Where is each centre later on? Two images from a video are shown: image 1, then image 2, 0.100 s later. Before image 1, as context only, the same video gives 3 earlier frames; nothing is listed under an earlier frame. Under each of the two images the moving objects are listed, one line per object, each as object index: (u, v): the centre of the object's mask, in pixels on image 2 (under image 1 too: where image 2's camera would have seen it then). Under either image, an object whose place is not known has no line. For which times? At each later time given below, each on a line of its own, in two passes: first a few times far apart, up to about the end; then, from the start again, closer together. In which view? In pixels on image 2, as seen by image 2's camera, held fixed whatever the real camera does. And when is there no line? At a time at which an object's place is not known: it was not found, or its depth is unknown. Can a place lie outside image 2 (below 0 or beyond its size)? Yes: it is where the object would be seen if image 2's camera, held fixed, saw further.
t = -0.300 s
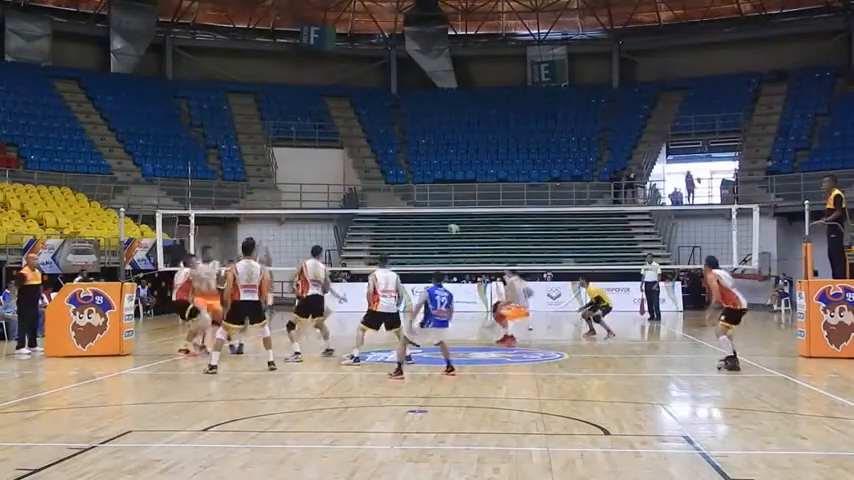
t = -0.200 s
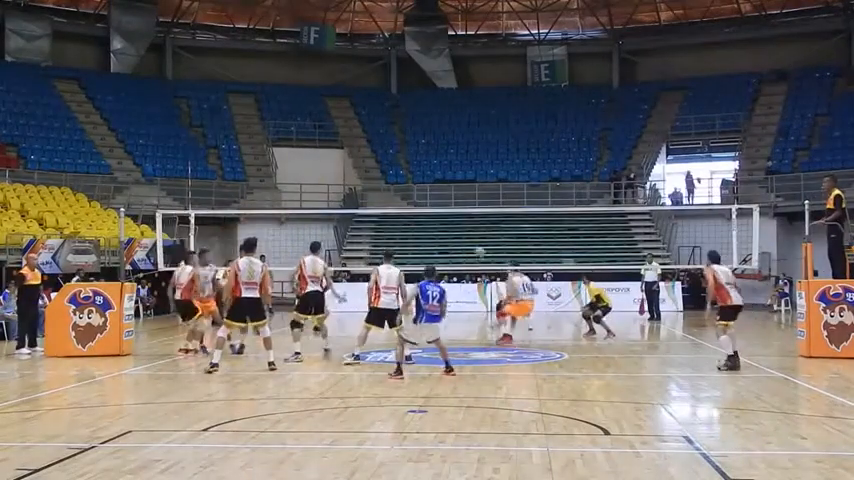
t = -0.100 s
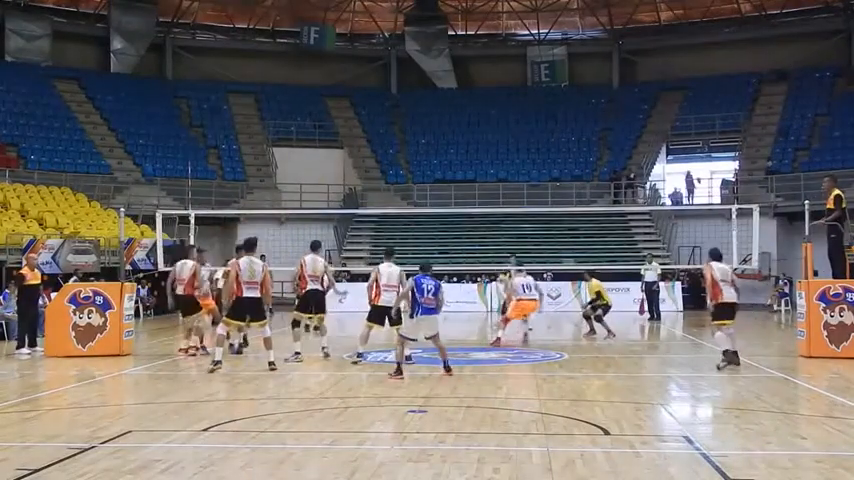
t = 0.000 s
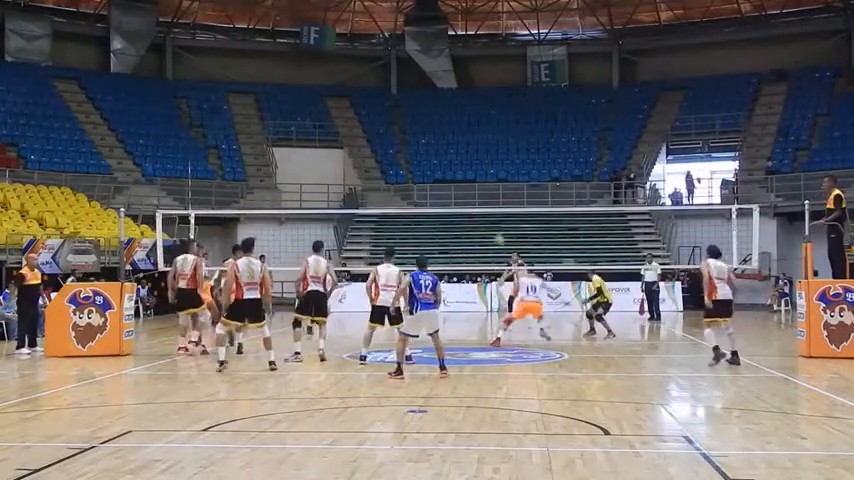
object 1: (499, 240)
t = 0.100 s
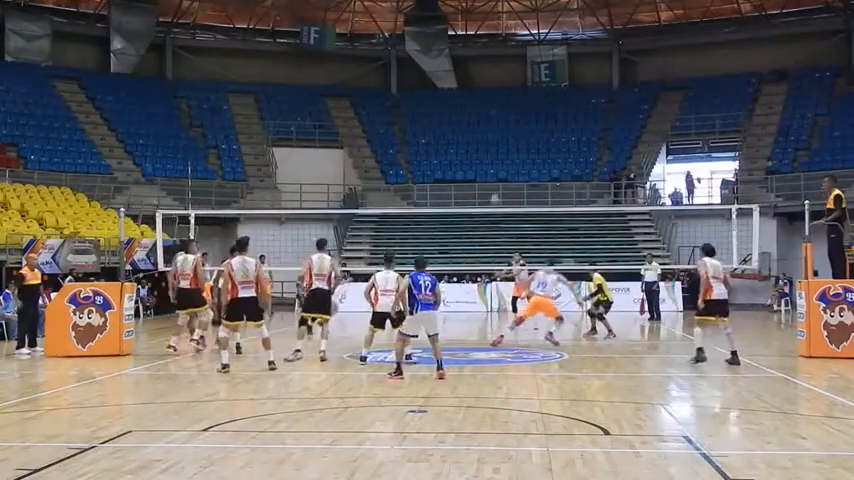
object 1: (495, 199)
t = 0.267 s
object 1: (487, 141)
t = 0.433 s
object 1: (481, 95)
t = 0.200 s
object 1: (490, 163)
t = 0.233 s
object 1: (489, 152)
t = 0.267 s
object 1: (487, 141)
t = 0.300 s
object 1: (486, 131)
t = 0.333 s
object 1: (484, 121)
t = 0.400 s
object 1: (483, 103)
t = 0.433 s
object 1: (481, 95)
